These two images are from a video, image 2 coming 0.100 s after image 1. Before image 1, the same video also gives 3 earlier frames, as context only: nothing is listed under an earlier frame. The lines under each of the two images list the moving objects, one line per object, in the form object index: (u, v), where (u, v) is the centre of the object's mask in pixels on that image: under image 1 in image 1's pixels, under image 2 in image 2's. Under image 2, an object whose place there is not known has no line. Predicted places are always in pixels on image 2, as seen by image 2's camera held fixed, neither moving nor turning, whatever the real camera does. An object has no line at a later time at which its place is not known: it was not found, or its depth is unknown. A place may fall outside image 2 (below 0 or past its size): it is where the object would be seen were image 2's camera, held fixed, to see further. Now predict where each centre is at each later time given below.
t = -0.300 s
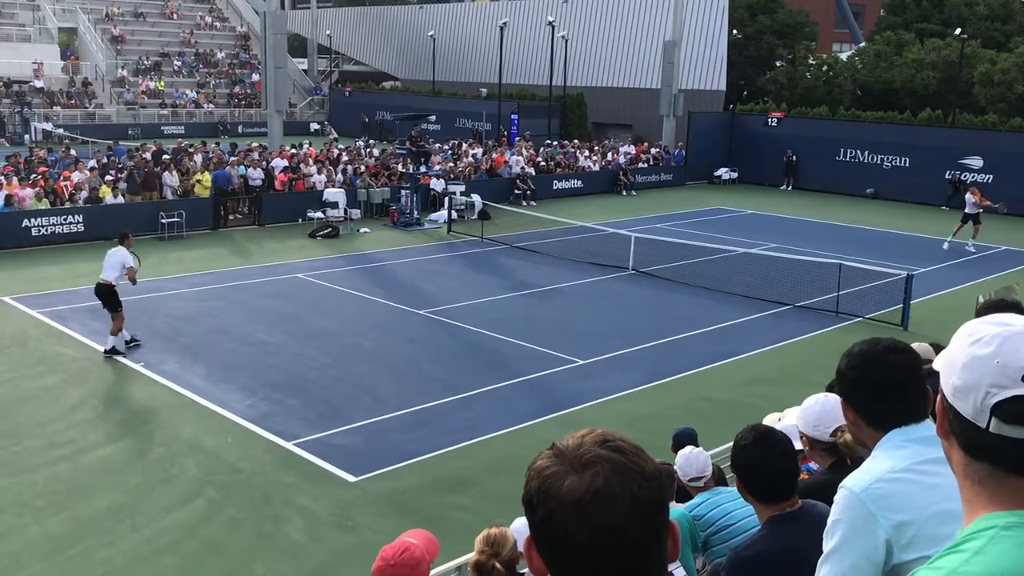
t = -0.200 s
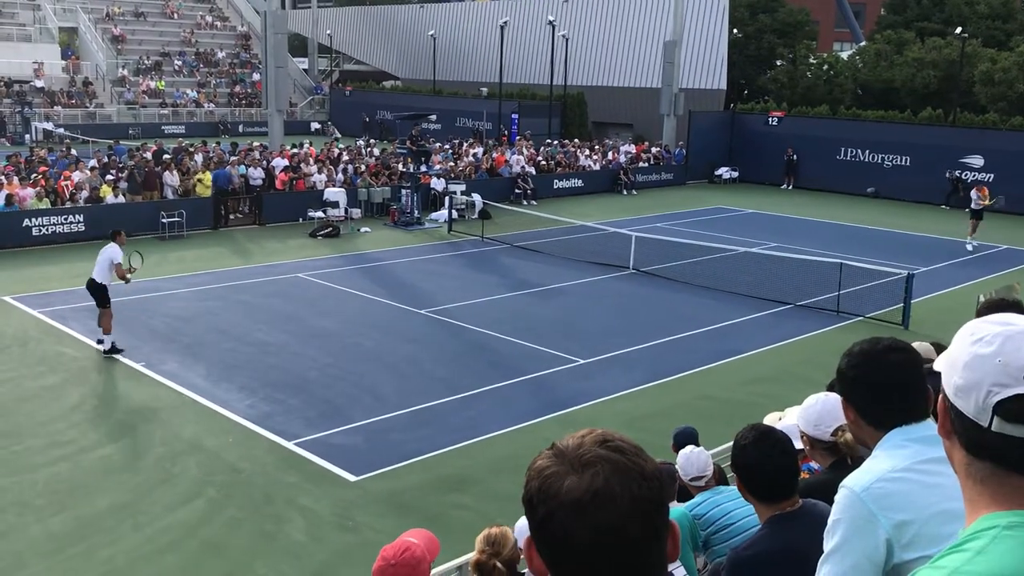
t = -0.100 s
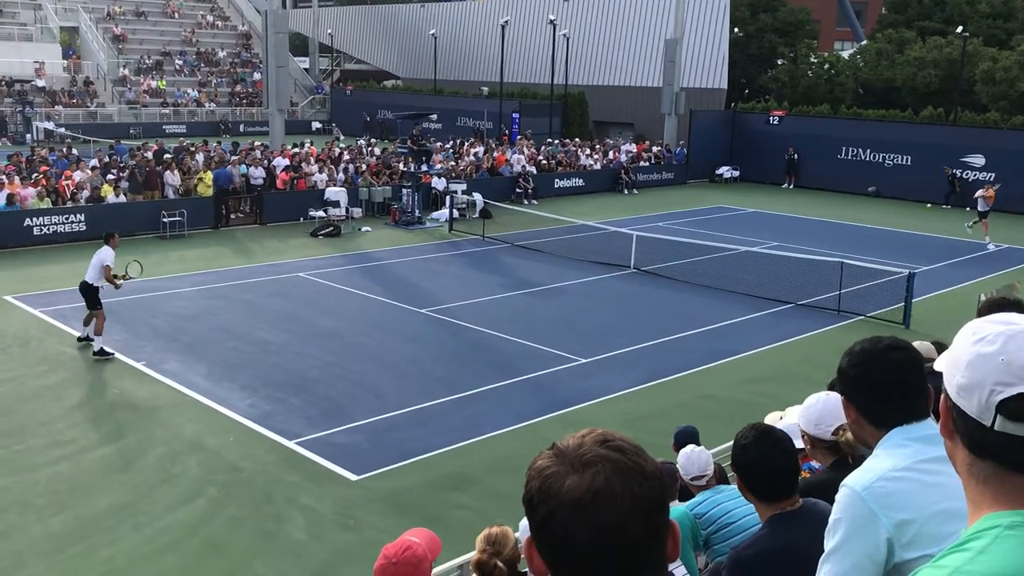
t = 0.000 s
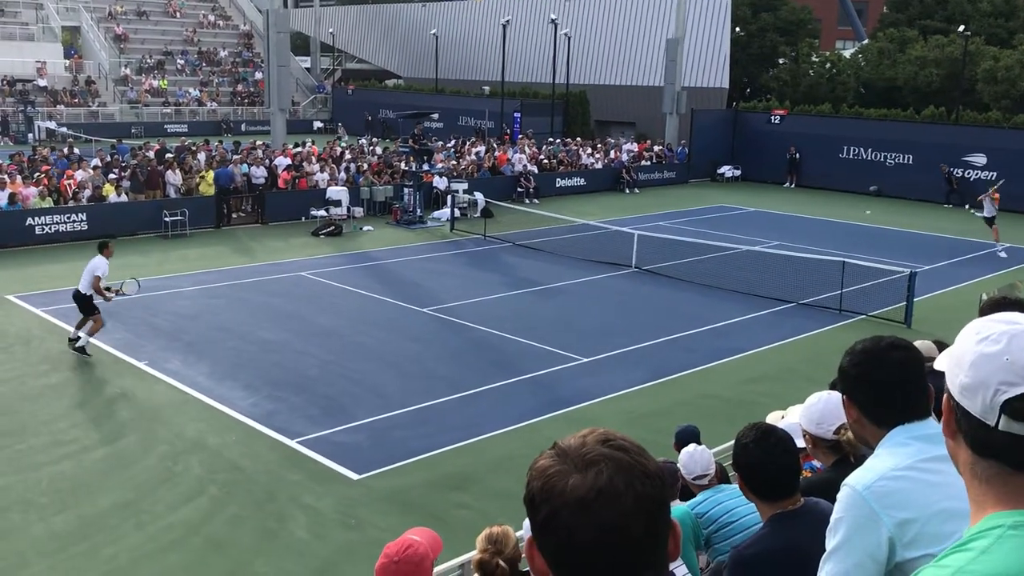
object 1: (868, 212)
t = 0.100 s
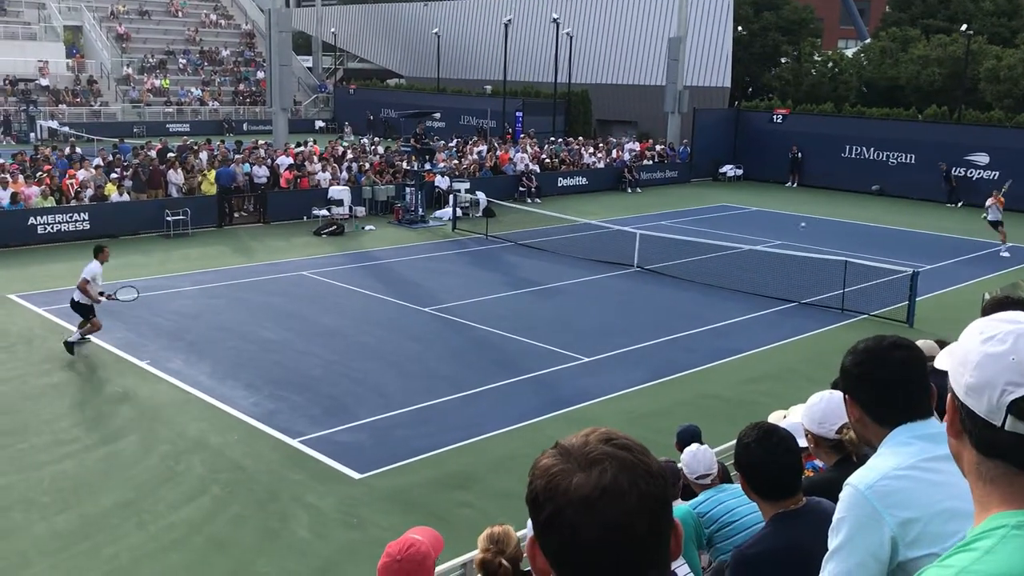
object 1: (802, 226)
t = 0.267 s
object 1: (678, 258)
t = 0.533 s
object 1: (449, 349)
